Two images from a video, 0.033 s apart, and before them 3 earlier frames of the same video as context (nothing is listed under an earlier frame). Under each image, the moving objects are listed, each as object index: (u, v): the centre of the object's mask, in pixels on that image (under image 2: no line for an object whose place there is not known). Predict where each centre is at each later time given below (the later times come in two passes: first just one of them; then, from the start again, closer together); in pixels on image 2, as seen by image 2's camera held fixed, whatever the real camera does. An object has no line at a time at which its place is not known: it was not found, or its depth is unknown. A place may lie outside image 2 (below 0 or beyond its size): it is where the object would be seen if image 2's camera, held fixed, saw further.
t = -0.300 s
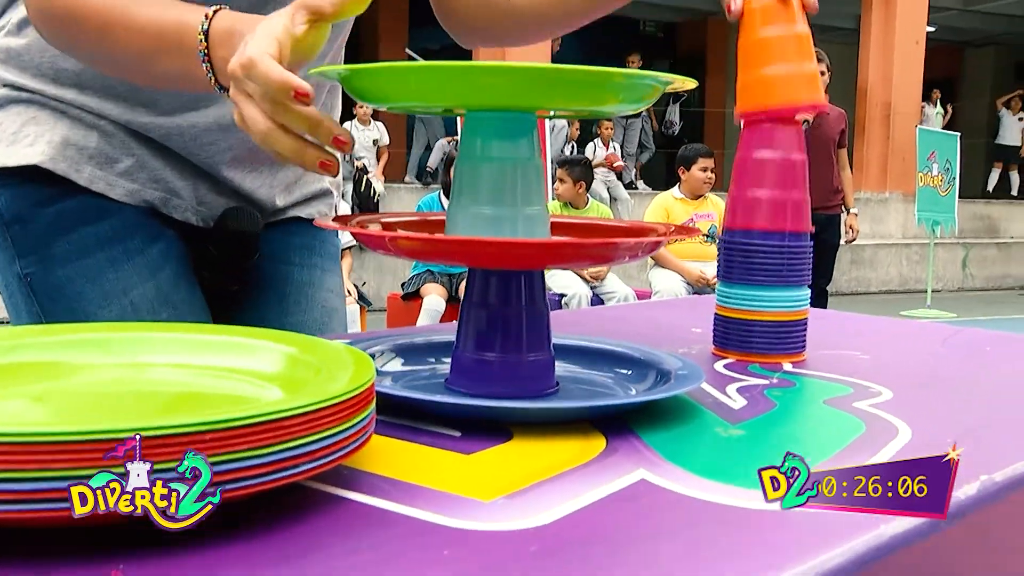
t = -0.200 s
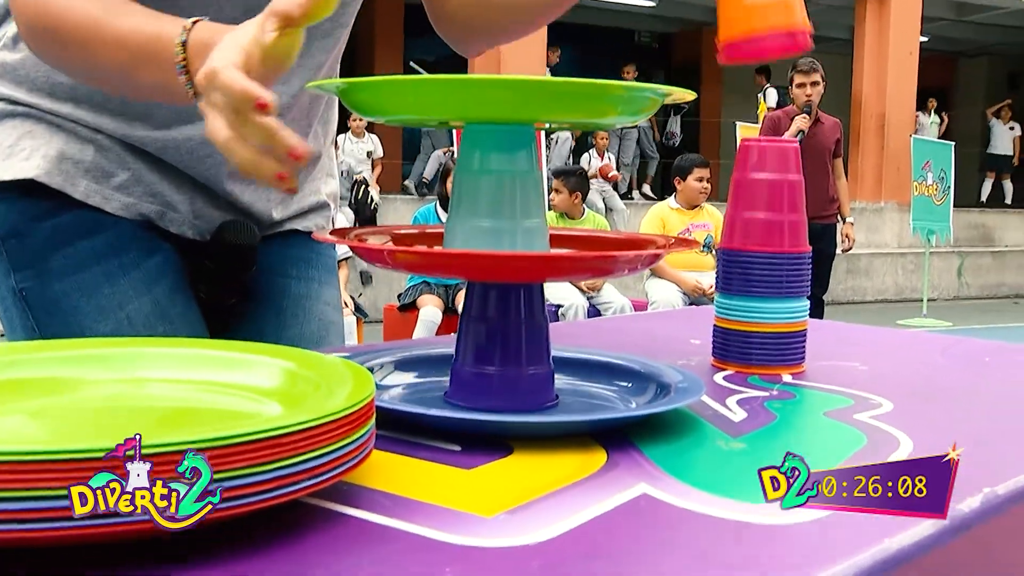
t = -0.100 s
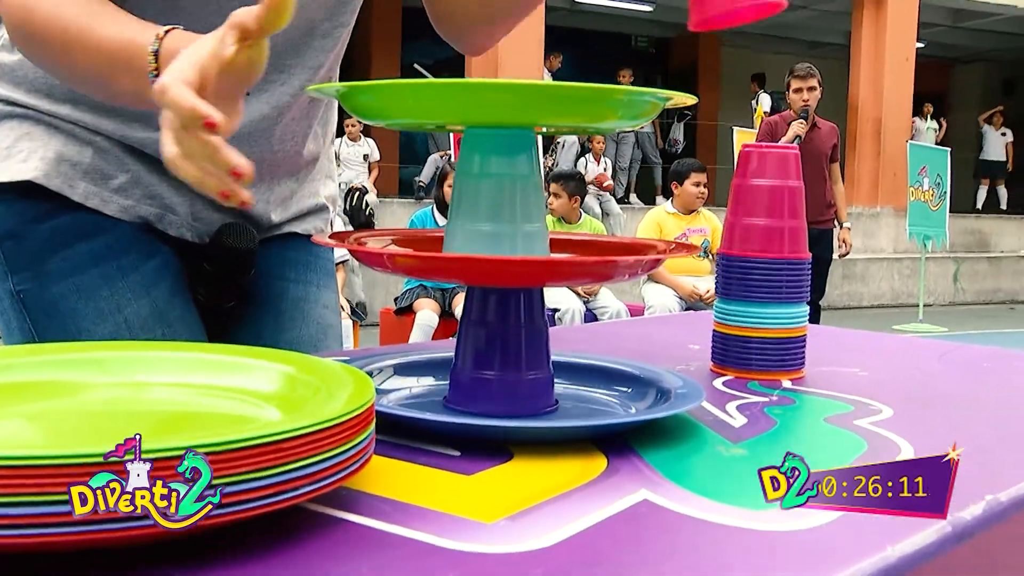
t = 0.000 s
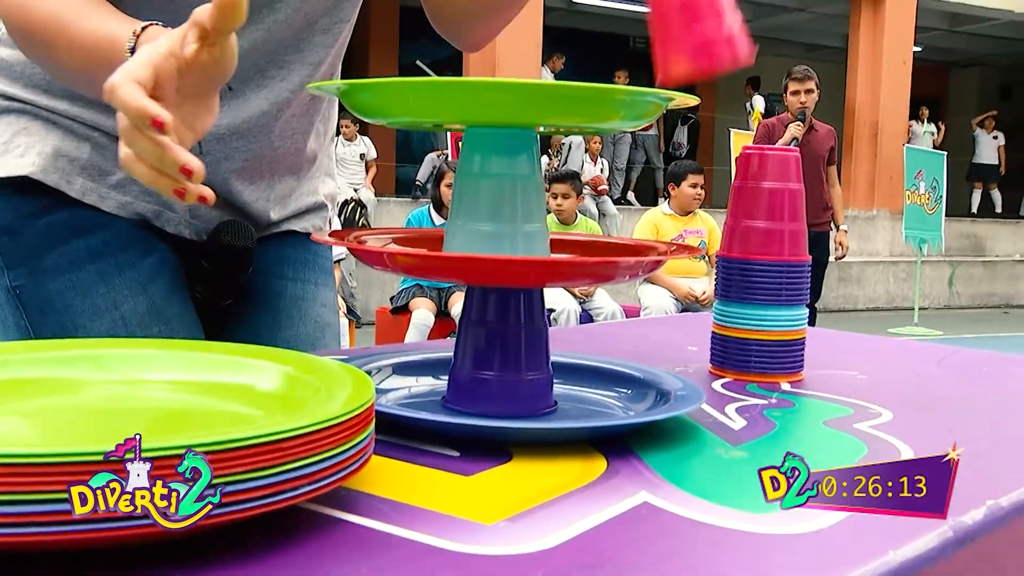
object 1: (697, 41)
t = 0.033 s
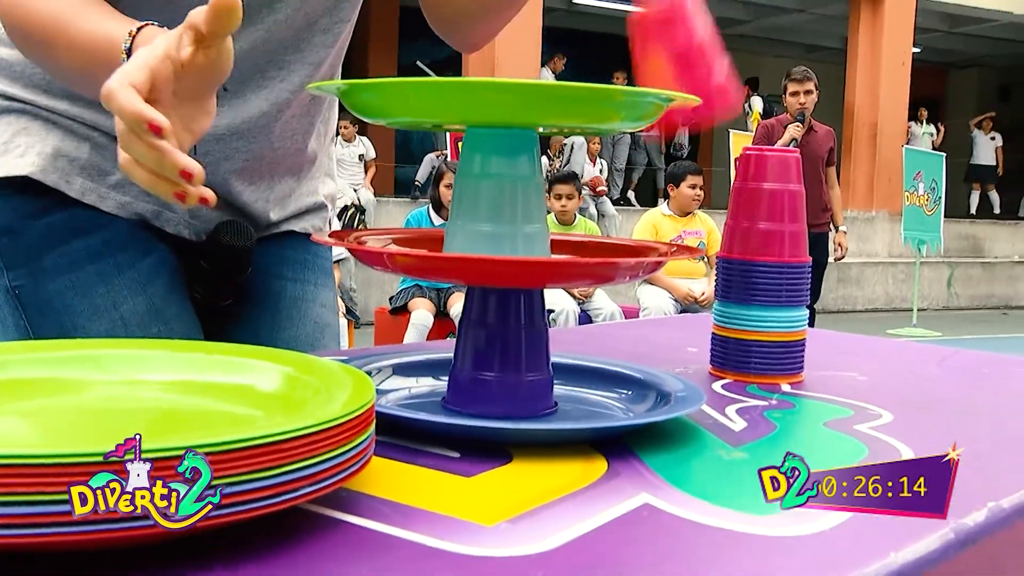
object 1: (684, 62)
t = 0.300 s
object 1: (761, 270)
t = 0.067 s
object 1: (689, 109)
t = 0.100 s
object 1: (715, 151)
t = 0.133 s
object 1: (731, 192)
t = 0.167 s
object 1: (737, 237)
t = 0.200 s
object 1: (741, 301)
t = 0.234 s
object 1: (746, 312)
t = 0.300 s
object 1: (761, 270)
